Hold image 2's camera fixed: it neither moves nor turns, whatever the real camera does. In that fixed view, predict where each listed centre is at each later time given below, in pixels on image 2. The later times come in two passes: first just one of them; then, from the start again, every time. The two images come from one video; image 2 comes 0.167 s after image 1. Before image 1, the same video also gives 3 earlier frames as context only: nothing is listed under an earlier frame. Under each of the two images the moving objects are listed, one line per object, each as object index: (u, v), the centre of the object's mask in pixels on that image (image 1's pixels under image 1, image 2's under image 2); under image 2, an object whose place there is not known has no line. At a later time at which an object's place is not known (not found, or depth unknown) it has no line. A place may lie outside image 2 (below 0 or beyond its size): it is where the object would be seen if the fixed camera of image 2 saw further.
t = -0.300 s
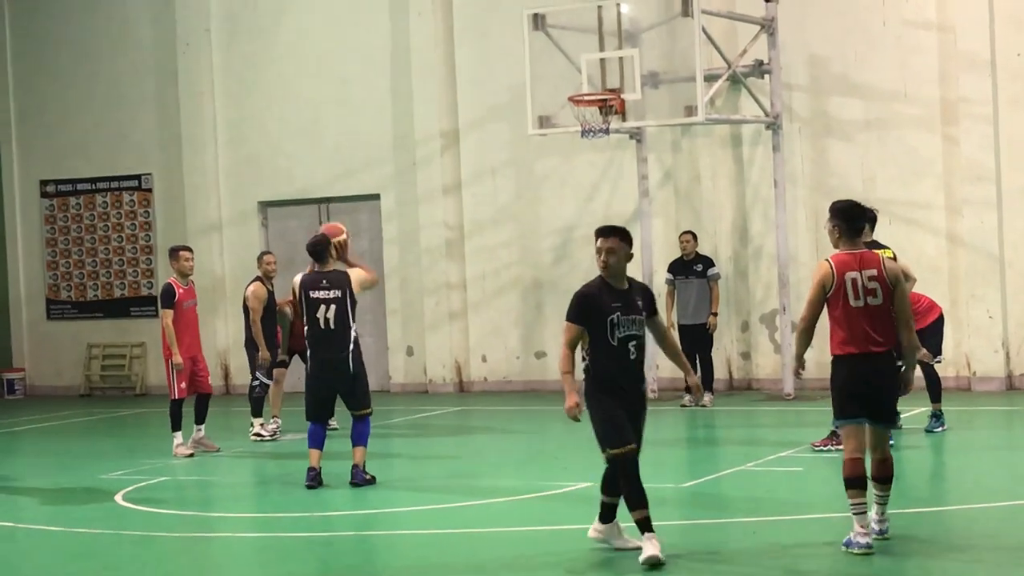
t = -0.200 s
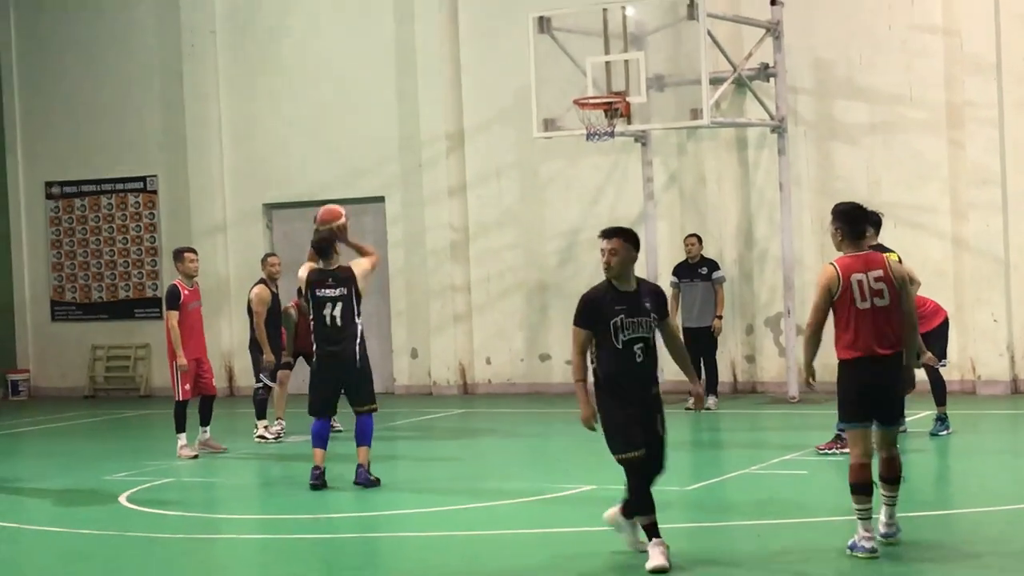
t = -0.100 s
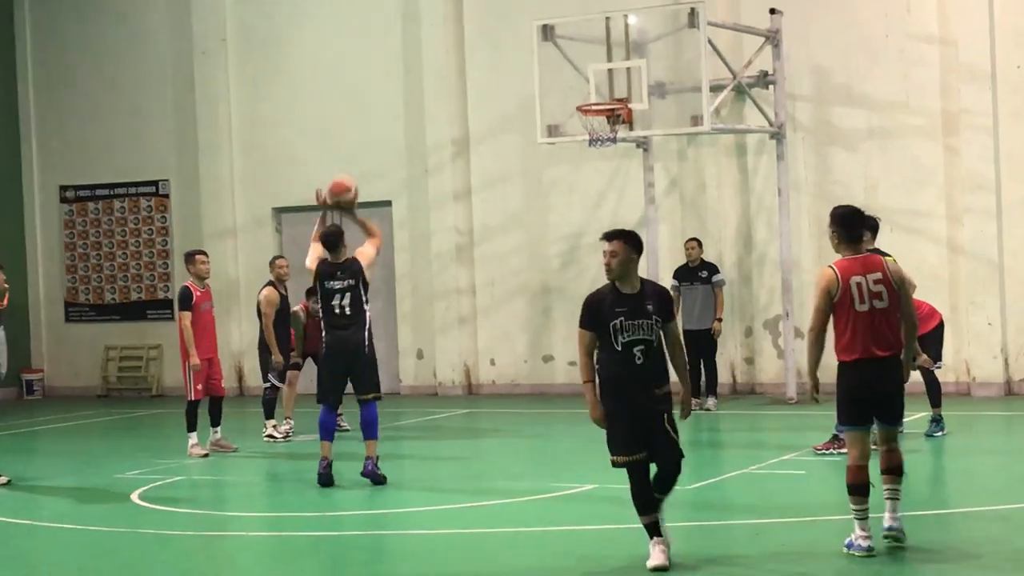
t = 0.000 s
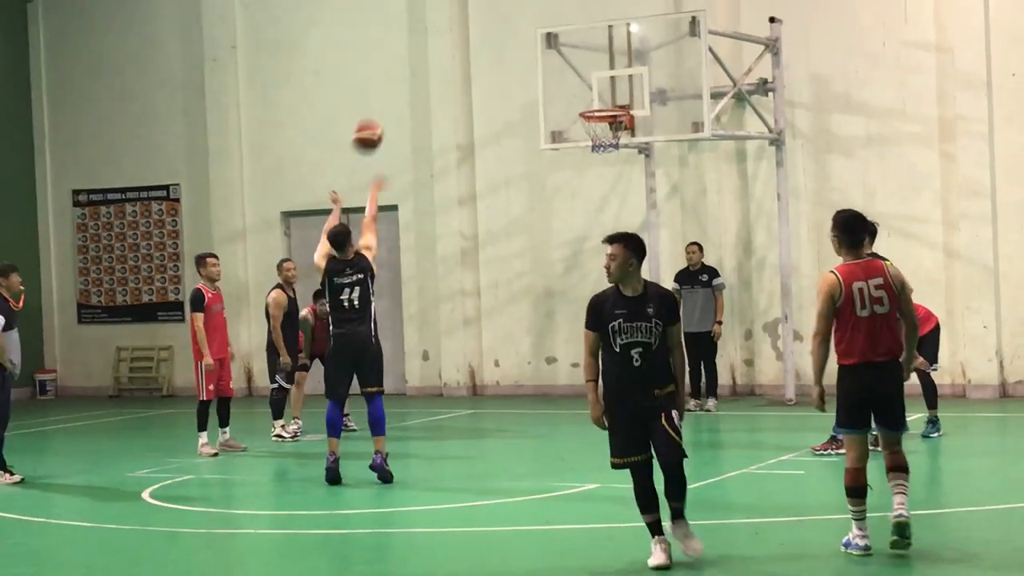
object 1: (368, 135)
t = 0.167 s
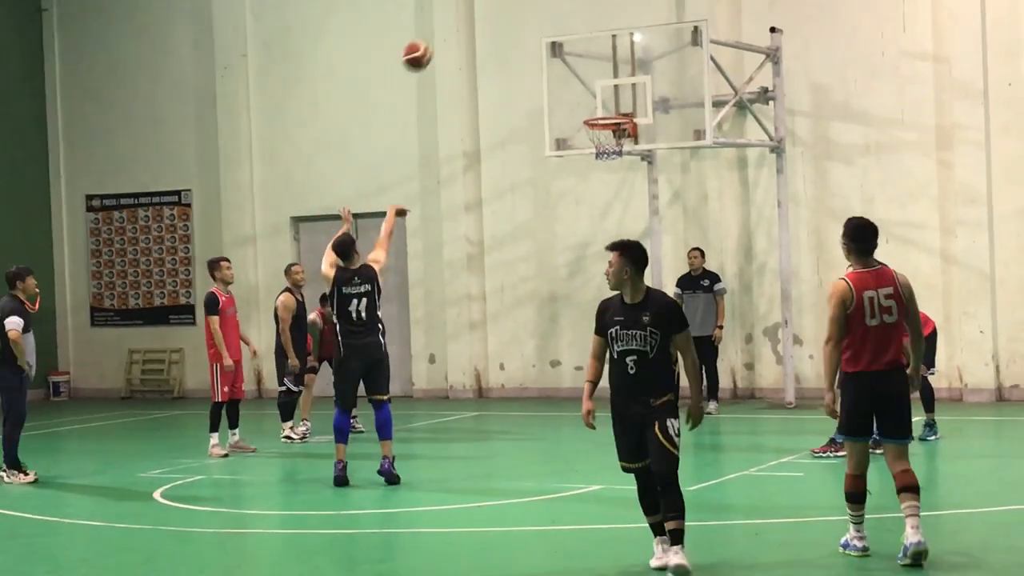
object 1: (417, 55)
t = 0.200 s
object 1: (424, 43)
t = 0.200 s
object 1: (424, 43)
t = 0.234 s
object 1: (431, 31)
